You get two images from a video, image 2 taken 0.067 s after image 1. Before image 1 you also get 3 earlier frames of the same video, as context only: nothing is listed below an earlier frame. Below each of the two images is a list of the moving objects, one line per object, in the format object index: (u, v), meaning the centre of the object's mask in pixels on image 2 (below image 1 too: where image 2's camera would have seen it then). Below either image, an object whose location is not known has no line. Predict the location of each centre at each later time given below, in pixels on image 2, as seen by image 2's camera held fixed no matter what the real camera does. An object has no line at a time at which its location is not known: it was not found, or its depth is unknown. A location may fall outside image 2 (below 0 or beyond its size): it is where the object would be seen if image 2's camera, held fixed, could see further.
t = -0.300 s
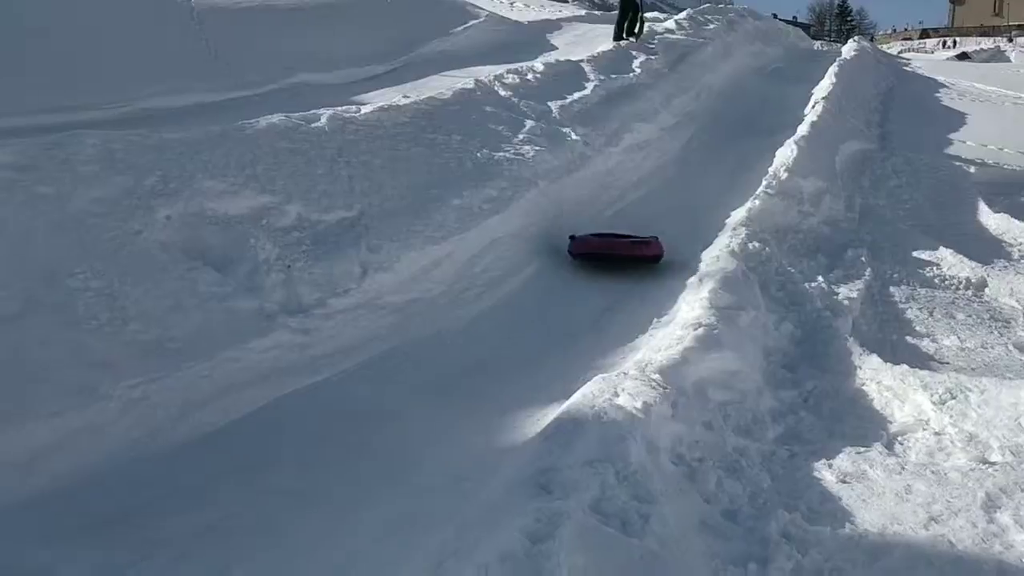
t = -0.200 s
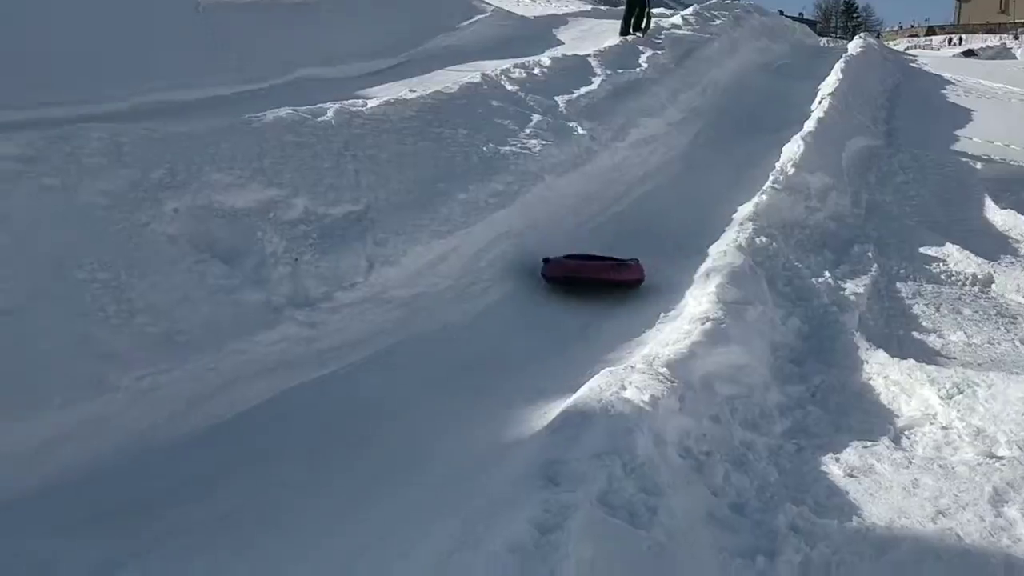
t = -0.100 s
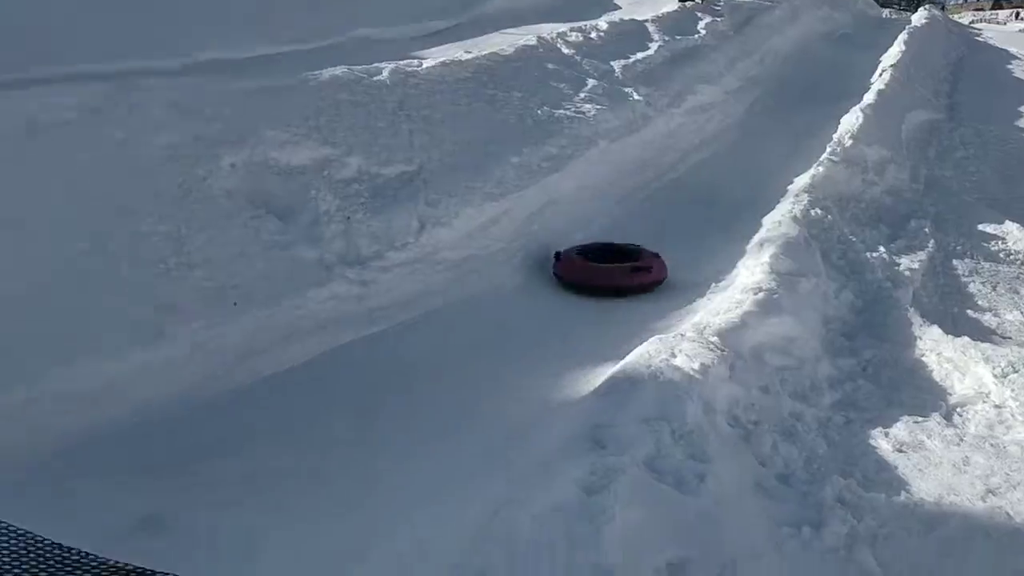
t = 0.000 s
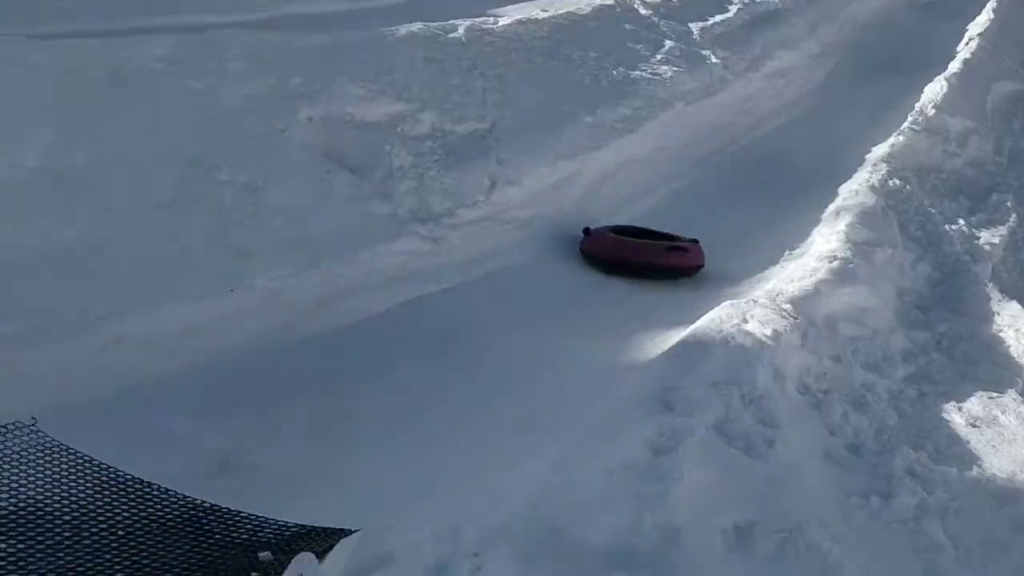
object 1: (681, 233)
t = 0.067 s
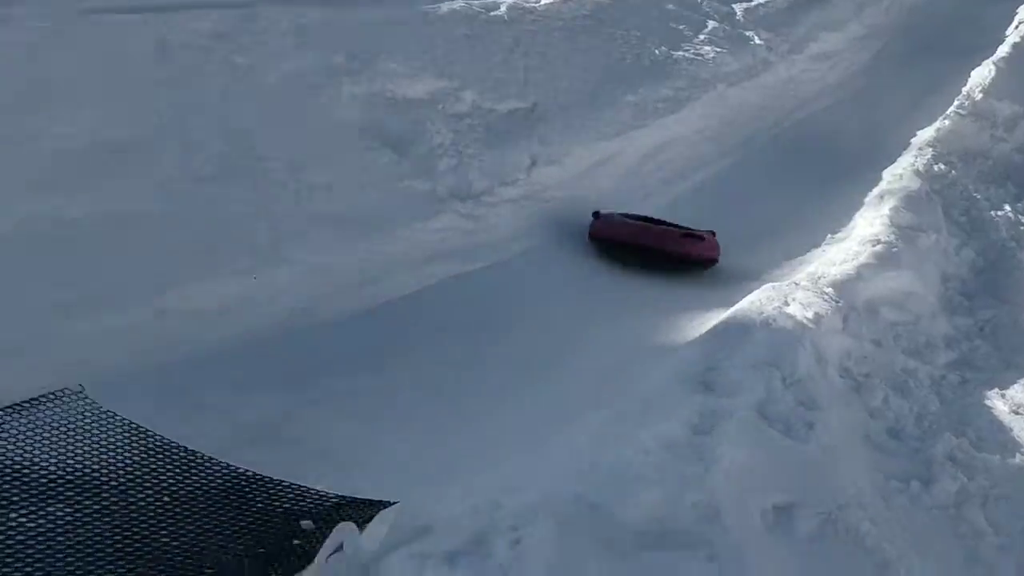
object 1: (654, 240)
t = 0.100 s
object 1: (639, 244)
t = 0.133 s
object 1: (623, 250)
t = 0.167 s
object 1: (605, 256)
